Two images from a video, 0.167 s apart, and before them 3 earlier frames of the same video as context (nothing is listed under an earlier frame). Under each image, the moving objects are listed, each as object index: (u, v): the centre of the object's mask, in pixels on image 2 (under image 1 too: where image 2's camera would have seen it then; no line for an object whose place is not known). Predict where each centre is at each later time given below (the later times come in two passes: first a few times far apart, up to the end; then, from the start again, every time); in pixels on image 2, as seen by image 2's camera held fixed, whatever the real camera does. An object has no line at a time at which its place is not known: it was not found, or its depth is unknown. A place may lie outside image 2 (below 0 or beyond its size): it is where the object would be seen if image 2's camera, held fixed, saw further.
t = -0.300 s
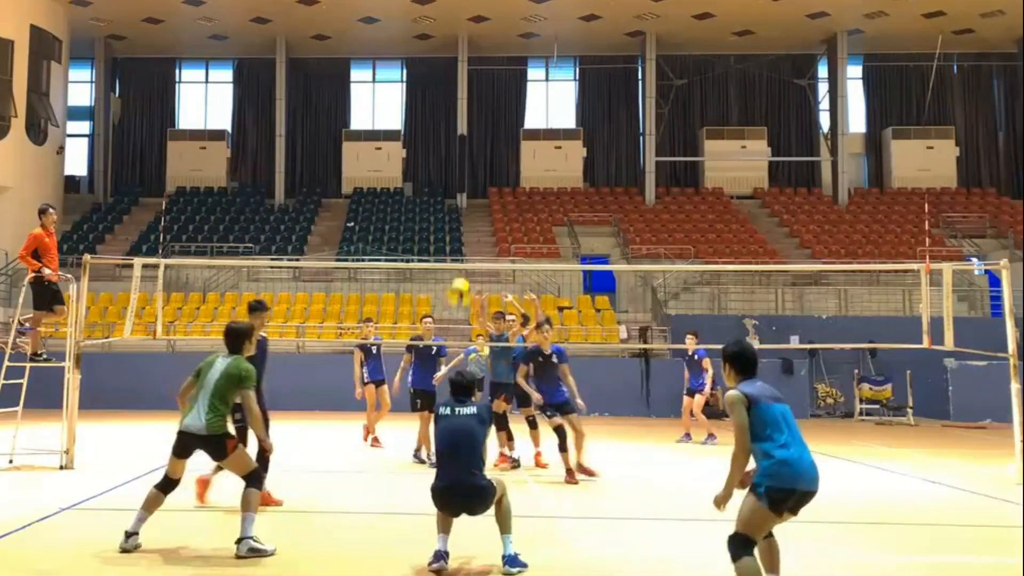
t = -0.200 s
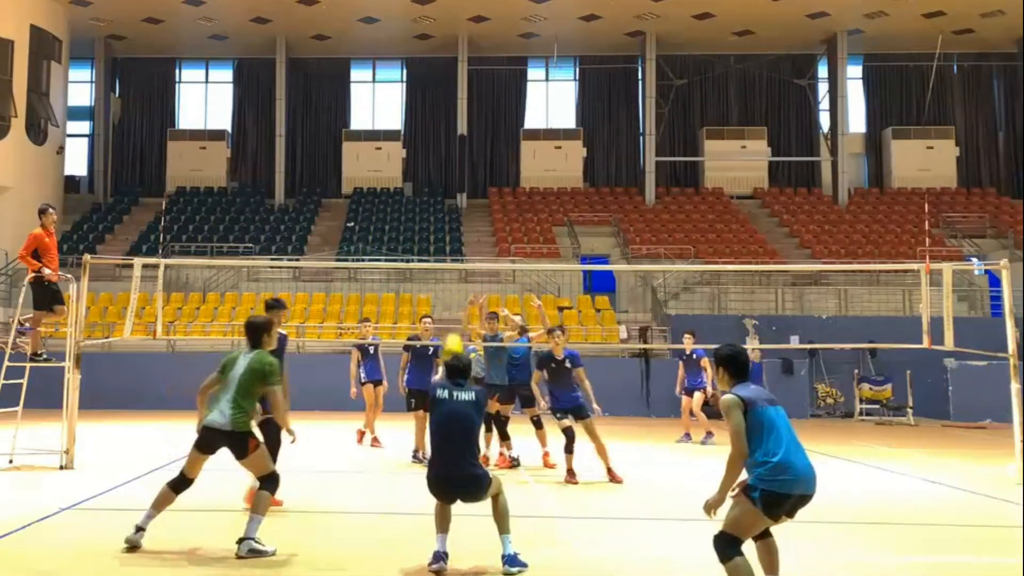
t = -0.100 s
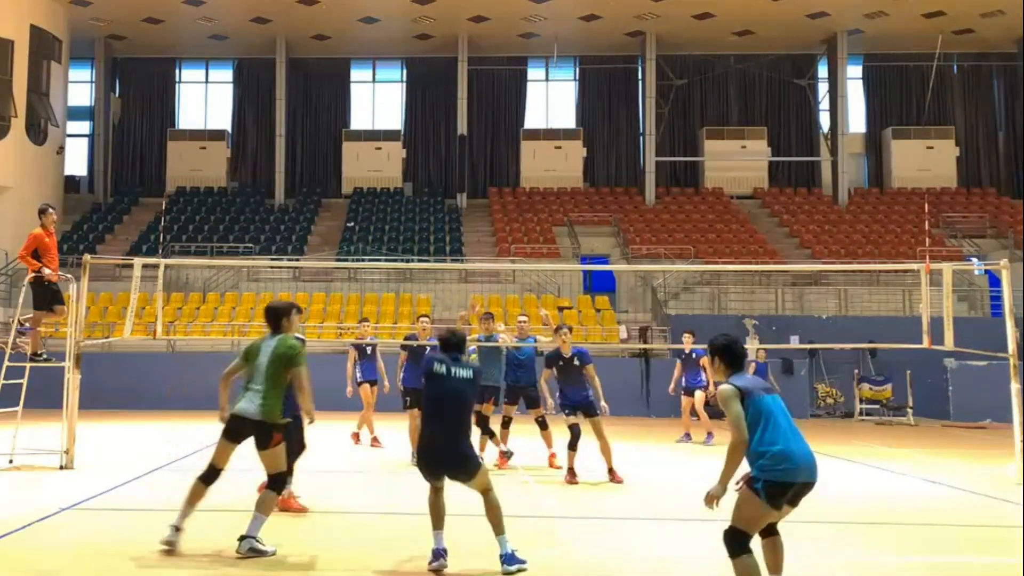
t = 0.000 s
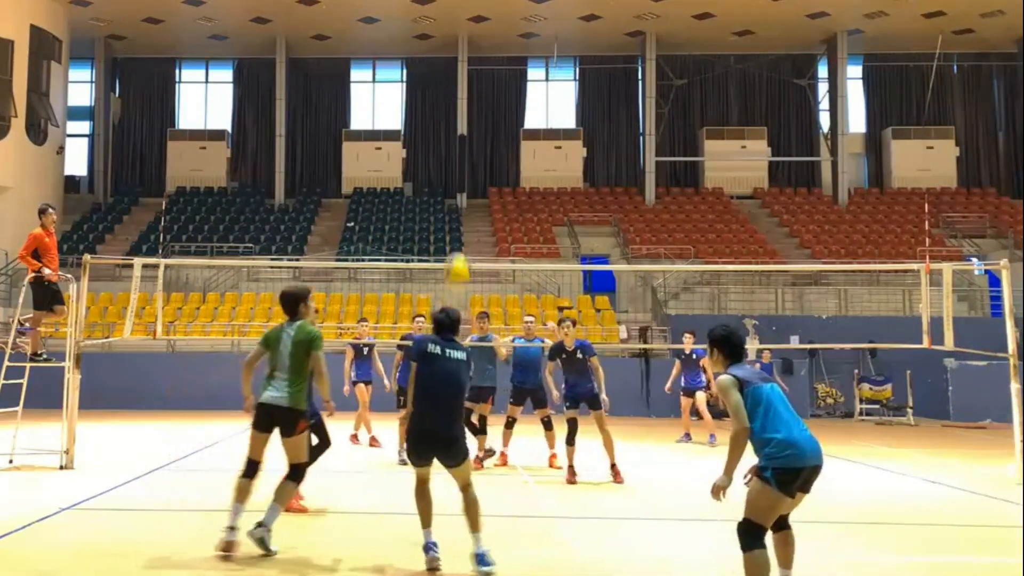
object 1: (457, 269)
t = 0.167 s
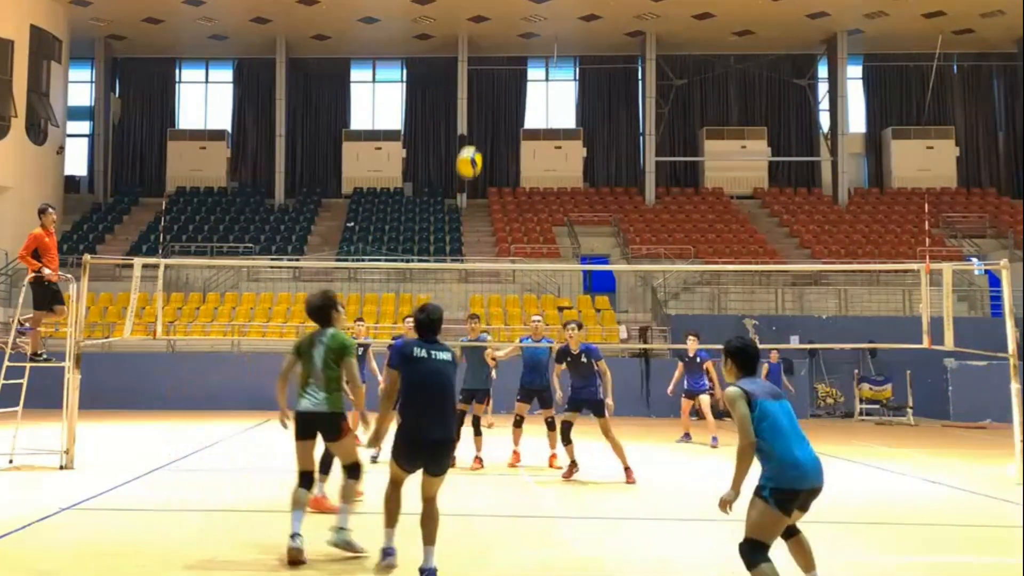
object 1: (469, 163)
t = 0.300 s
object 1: (478, 110)
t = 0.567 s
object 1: (493, 72)
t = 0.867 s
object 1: (508, 112)
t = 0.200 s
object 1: (471, 147)
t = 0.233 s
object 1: (473, 133)
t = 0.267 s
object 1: (475, 121)
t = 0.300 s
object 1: (478, 110)
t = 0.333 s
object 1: (479, 101)
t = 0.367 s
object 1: (481, 93)
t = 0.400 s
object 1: (483, 86)
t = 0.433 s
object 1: (486, 81)
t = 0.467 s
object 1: (487, 77)
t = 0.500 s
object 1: (489, 75)
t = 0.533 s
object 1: (491, 73)
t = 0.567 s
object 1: (493, 72)
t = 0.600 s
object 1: (494, 73)
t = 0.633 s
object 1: (496, 75)
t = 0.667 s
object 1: (498, 77)
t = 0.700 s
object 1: (500, 81)
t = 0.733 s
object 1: (502, 86)
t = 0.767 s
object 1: (503, 91)
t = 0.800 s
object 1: (505, 98)
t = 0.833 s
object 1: (506, 105)
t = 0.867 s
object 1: (508, 112)
